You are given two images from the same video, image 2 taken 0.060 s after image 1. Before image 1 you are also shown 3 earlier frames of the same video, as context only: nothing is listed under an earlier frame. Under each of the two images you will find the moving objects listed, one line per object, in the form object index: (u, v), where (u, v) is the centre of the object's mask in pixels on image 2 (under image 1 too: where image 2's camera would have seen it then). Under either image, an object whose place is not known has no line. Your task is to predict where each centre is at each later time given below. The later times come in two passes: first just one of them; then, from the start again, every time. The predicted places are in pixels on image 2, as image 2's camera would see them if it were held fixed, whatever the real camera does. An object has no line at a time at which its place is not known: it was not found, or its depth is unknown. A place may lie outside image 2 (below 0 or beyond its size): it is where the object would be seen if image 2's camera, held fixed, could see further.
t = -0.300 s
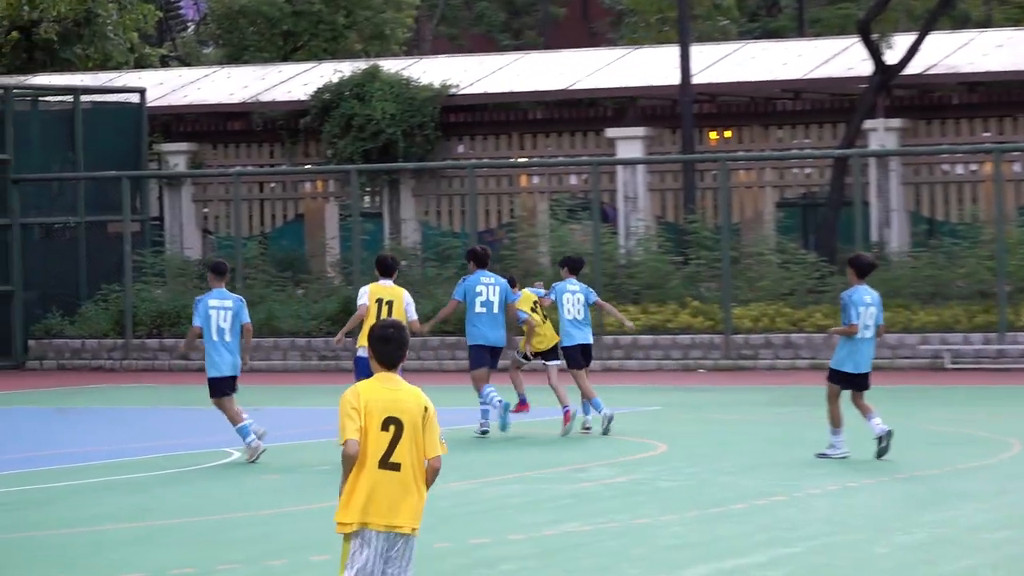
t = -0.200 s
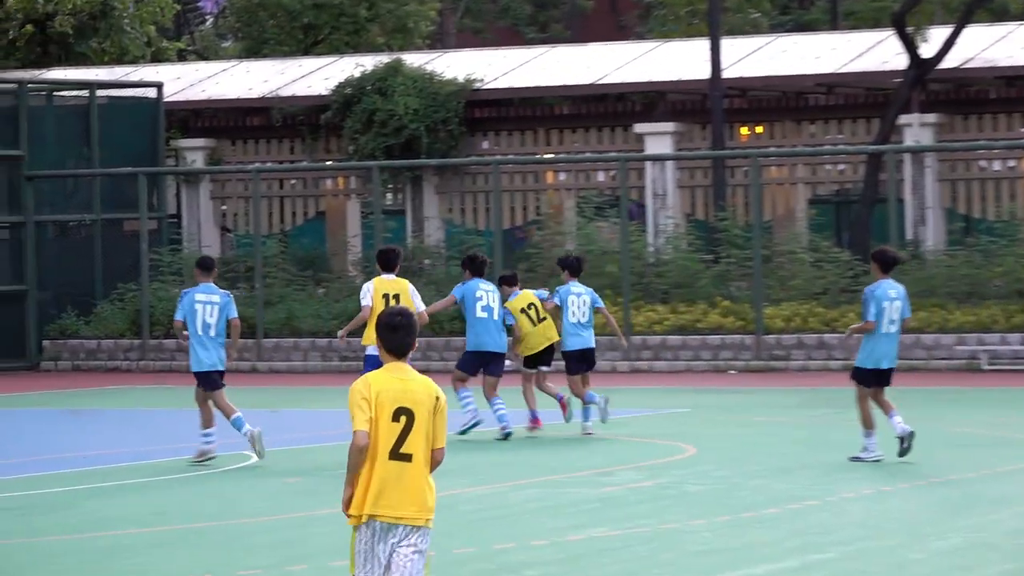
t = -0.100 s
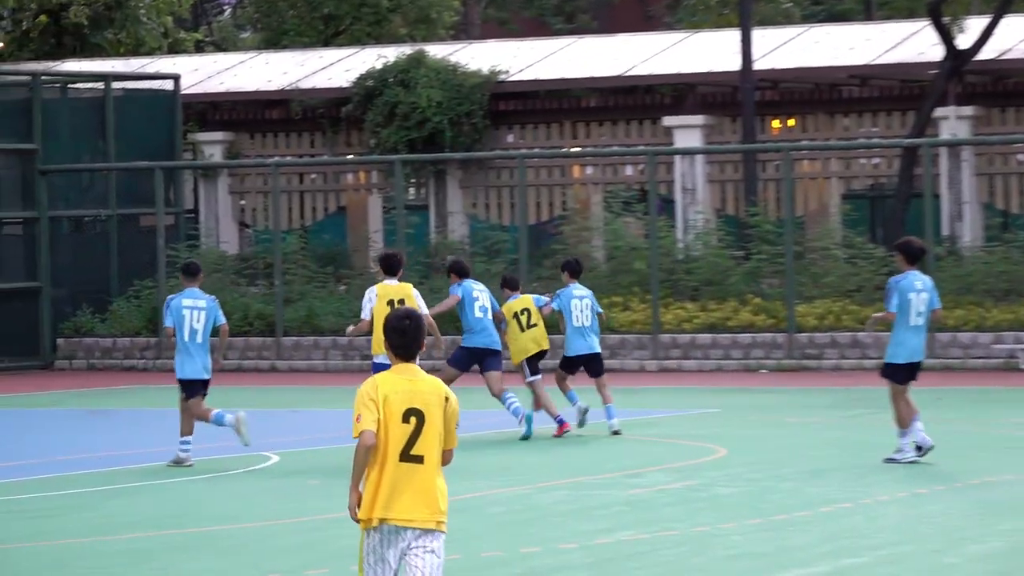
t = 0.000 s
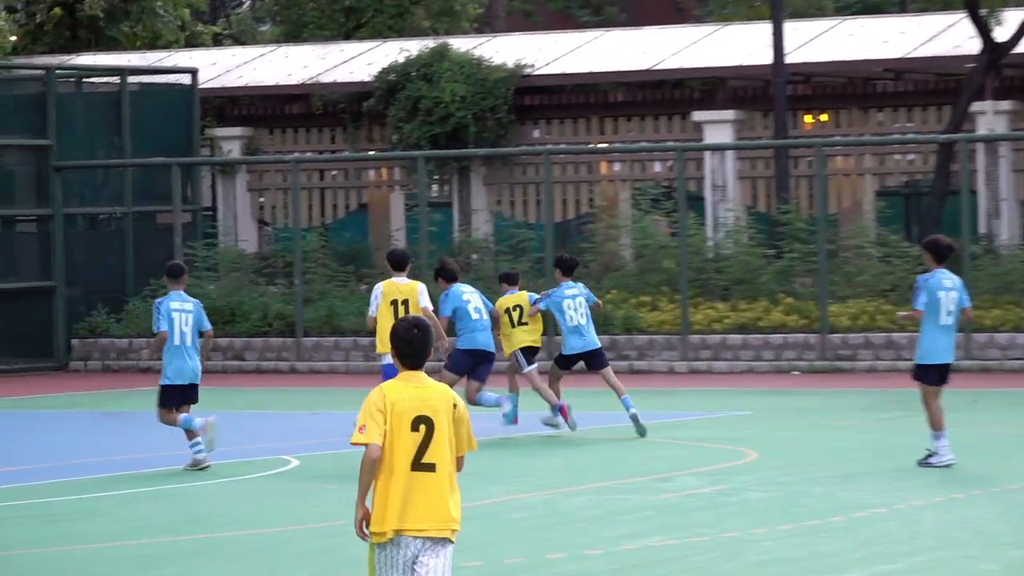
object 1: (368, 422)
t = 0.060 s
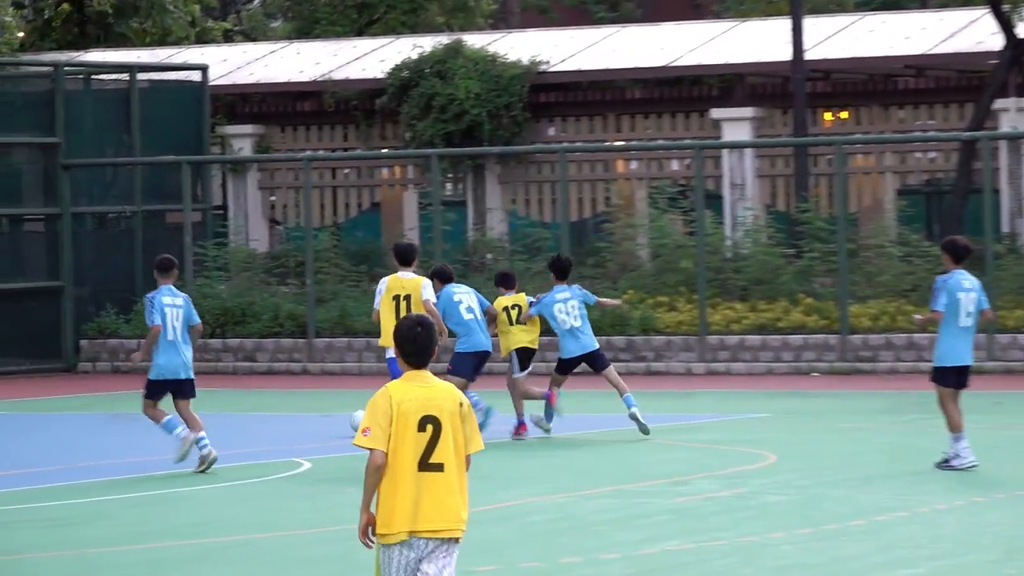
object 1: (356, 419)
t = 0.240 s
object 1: (311, 421)
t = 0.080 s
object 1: (352, 420)
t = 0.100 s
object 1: (347, 420)
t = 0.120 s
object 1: (343, 421)
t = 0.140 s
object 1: (338, 422)
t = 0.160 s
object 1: (333, 423)
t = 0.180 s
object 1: (327, 423)
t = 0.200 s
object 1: (322, 422)
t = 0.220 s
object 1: (316, 421)
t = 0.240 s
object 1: (311, 421)
